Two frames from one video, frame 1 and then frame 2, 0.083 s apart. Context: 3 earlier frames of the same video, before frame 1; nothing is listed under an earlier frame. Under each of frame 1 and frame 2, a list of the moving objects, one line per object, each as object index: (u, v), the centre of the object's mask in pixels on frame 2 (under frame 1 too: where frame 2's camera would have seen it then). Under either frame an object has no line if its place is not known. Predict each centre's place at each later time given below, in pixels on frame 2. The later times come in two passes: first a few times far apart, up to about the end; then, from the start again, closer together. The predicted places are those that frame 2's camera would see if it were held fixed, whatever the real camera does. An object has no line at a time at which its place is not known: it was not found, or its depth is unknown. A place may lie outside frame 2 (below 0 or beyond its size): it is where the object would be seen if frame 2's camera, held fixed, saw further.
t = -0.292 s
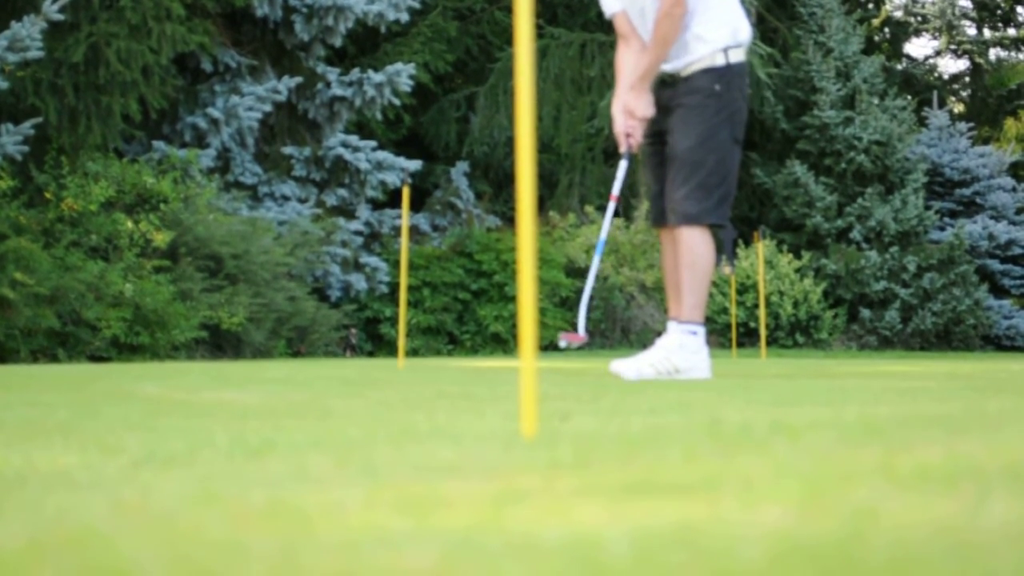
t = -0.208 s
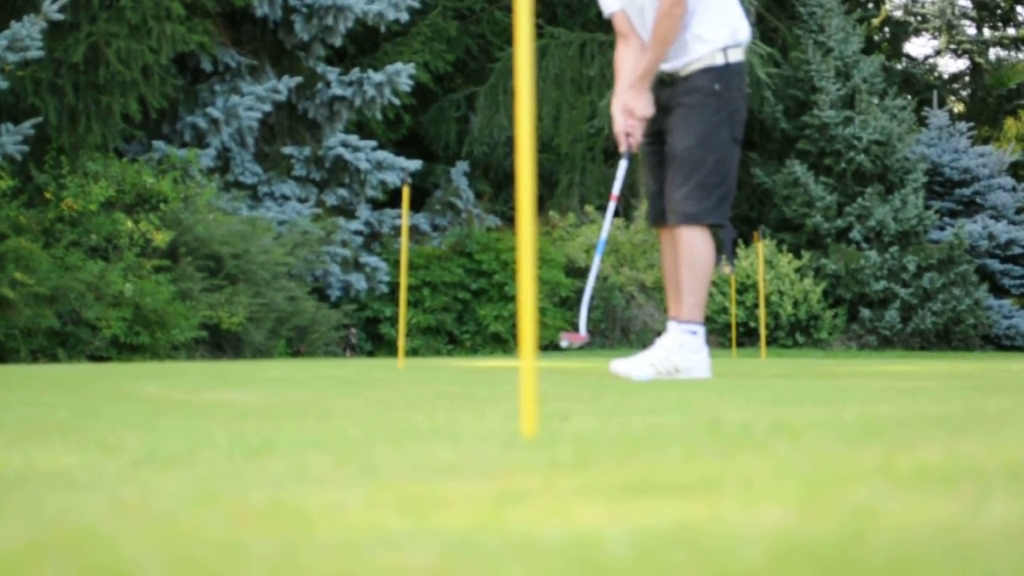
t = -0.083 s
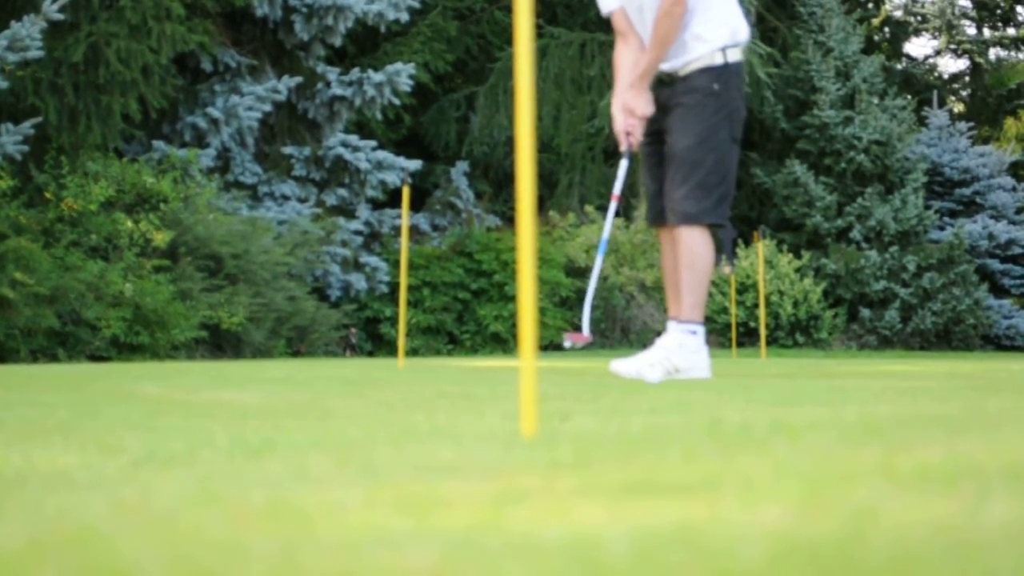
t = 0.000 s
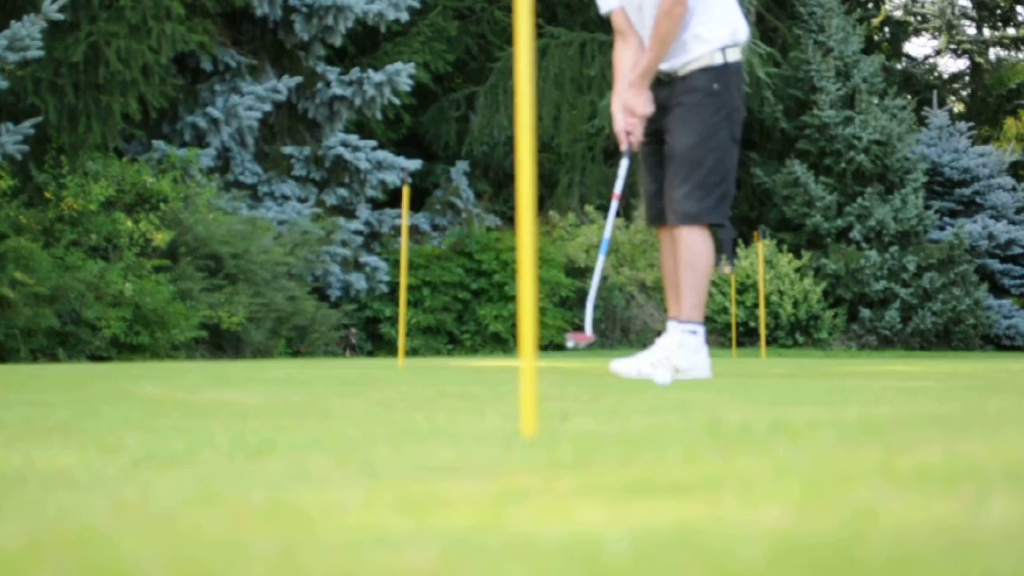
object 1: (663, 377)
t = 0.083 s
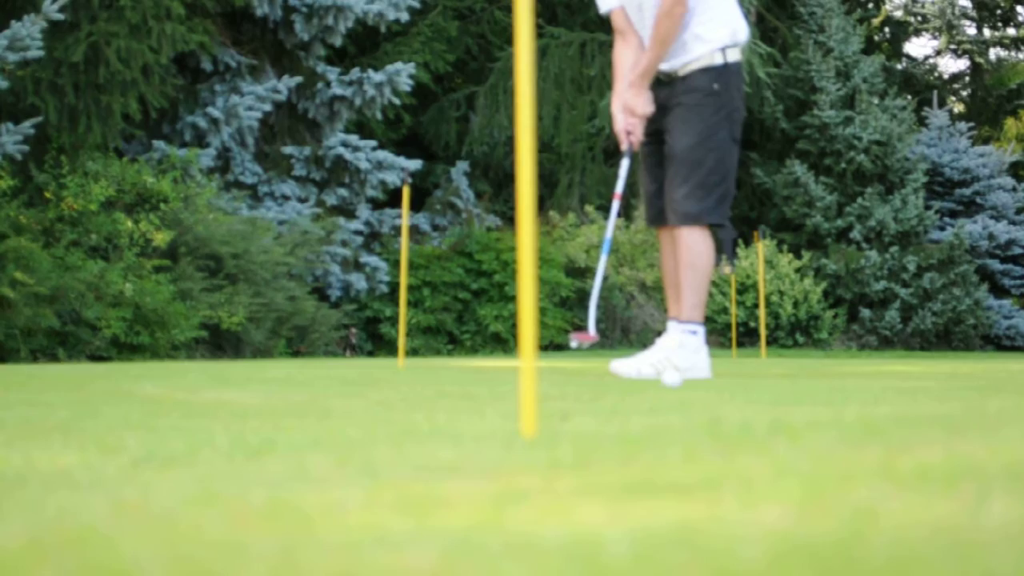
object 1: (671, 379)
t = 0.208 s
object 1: (686, 380)
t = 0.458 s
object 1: (719, 384)
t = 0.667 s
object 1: (748, 390)
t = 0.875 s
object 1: (778, 394)
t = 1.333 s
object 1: (846, 398)
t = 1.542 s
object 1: (878, 395)
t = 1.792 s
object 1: (910, 396)
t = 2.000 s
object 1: (927, 394)
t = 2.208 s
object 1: (924, 394)
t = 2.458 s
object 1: (906, 395)
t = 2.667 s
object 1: (892, 396)
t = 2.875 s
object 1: (885, 397)
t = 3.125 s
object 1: (883, 397)
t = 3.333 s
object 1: (884, 397)
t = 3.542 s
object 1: (883, 397)
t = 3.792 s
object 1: (884, 397)
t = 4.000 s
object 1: (884, 397)
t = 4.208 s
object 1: (884, 397)
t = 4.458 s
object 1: (884, 396)
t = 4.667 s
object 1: (884, 396)
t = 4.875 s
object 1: (884, 396)
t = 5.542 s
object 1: (885, 397)
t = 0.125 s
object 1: (676, 379)
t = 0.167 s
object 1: (681, 379)
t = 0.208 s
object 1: (686, 380)
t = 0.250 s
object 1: (691, 380)
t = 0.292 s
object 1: (696, 381)
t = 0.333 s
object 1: (702, 380)
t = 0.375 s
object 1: (708, 382)
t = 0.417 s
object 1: (714, 383)
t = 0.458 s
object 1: (719, 384)
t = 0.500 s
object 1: (725, 385)
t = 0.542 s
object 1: (729, 387)
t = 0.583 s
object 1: (736, 388)
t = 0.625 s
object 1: (741, 388)
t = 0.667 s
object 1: (748, 390)
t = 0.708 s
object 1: (753, 390)
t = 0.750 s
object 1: (760, 390)
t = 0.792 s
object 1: (765, 392)
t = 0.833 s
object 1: (771, 391)
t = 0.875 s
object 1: (778, 394)
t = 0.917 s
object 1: (785, 394)
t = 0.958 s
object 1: (792, 396)
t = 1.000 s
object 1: (798, 395)
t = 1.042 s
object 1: (804, 396)
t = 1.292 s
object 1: (840, 397)
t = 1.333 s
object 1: (846, 398)
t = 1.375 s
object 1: (852, 396)
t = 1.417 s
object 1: (859, 397)
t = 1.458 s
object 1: (865, 395)
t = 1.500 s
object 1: (872, 397)
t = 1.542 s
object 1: (878, 395)
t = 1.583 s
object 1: (883, 396)
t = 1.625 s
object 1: (888, 396)
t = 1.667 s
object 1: (893, 396)
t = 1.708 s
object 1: (899, 397)
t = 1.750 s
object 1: (905, 396)
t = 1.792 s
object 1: (910, 396)
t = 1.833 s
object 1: (915, 395)
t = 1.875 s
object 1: (918, 394)
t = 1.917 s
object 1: (923, 395)
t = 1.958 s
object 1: (925, 394)
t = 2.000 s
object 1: (927, 394)
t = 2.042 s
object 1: (927, 394)
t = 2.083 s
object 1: (928, 395)
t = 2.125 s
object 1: (928, 394)
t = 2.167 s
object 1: (927, 394)
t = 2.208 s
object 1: (924, 394)
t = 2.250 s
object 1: (921, 394)
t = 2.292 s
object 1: (919, 395)
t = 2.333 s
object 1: (916, 395)
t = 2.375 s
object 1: (914, 395)
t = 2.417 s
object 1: (910, 395)
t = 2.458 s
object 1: (906, 395)
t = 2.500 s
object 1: (902, 395)
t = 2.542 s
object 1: (899, 396)
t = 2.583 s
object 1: (896, 396)
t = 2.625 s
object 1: (893, 396)
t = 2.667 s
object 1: (892, 396)
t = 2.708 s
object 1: (890, 396)
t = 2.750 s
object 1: (889, 396)
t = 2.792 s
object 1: (887, 397)
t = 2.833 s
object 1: (886, 397)
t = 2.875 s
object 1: (885, 397)
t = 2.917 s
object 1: (884, 397)
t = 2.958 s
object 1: (884, 397)
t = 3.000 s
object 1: (883, 397)
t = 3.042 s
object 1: (883, 397)
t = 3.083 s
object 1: (883, 397)
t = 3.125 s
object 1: (883, 397)
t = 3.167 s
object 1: (883, 397)
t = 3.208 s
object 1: (883, 397)
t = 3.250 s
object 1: (884, 397)
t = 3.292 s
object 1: (884, 397)
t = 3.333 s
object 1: (884, 397)
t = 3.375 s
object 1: (883, 397)
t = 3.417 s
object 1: (883, 397)
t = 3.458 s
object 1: (883, 397)
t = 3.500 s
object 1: (883, 397)
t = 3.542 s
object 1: (883, 397)
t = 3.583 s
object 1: (883, 396)
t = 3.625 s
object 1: (884, 396)
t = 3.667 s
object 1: (884, 396)
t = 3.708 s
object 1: (884, 396)
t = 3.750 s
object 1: (884, 397)
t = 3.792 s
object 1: (884, 397)
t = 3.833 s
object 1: (884, 397)
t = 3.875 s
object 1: (884, 397)
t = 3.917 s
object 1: (884, 397)
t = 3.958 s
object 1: (884, 397)
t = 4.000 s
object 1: (884, 397)
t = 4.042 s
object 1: (884, 397)
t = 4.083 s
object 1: (884, 397)
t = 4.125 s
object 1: (884, 397)
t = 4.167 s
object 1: (884, 397)
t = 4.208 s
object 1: (884, 397)
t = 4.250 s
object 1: (884, 396)
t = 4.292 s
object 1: (884, 397)
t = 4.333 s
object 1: (884, 397)
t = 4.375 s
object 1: (884, 397)
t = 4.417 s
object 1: (884, 396)
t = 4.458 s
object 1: (884, 396)
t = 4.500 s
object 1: (884, 396)
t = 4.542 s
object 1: (884, 396)
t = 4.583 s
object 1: (884, 396)
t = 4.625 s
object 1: (884, 395)
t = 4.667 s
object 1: (884, 396)
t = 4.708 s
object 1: (884, 395)
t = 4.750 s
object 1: (884, 395)
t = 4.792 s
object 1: (884, 396)
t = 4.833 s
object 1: (884, 396)
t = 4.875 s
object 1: (884, 396)
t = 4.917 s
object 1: (884, 397)
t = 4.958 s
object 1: (885, 397)
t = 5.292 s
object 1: (884, 398)
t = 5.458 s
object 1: (885, 398)
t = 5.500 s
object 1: (885, 398)
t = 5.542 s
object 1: (885, 397)
